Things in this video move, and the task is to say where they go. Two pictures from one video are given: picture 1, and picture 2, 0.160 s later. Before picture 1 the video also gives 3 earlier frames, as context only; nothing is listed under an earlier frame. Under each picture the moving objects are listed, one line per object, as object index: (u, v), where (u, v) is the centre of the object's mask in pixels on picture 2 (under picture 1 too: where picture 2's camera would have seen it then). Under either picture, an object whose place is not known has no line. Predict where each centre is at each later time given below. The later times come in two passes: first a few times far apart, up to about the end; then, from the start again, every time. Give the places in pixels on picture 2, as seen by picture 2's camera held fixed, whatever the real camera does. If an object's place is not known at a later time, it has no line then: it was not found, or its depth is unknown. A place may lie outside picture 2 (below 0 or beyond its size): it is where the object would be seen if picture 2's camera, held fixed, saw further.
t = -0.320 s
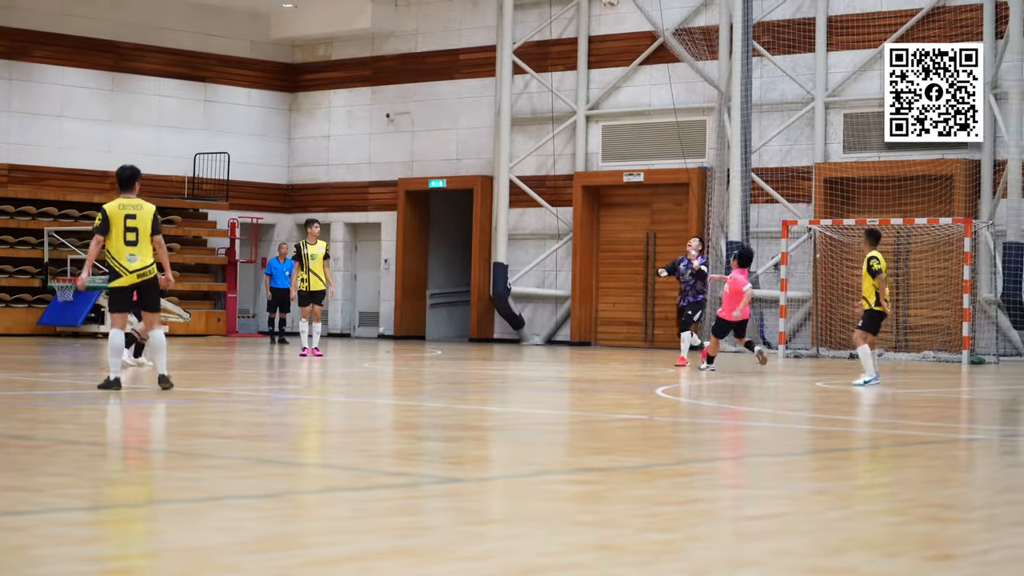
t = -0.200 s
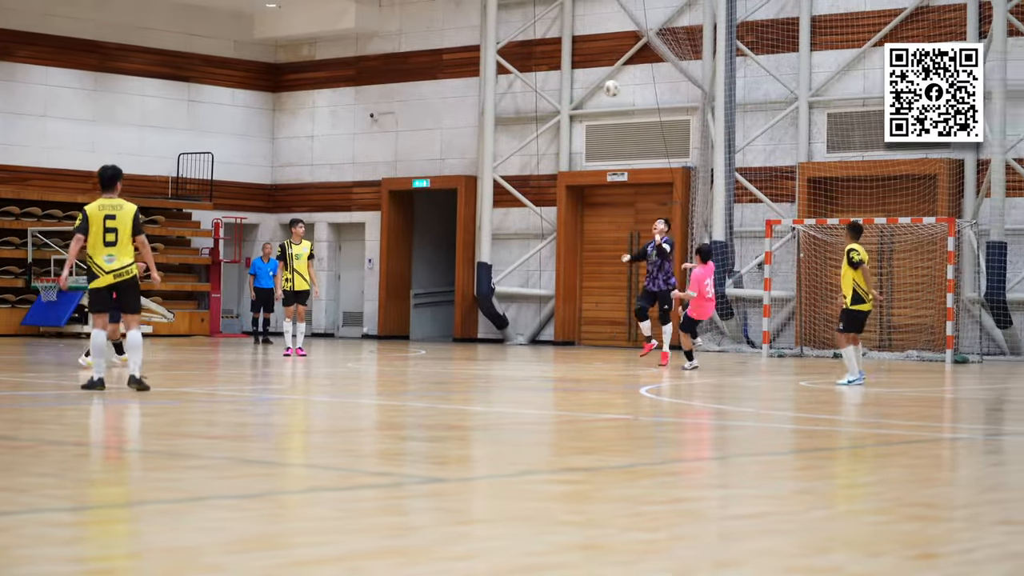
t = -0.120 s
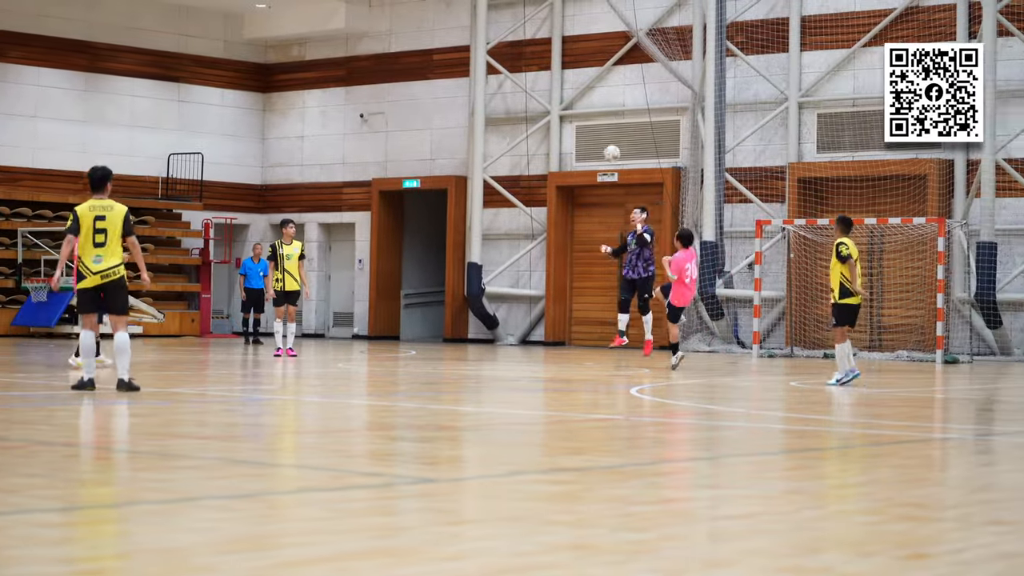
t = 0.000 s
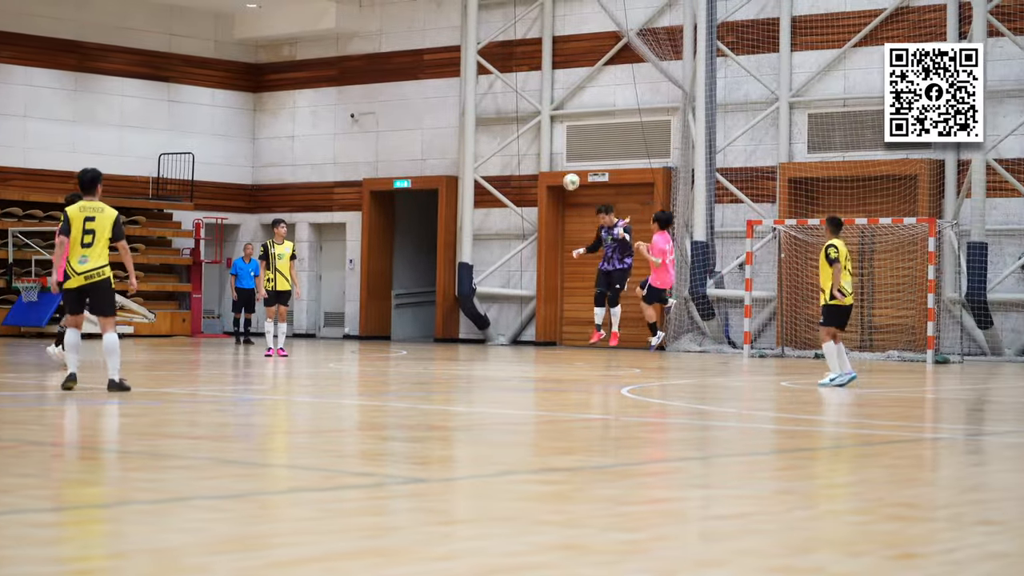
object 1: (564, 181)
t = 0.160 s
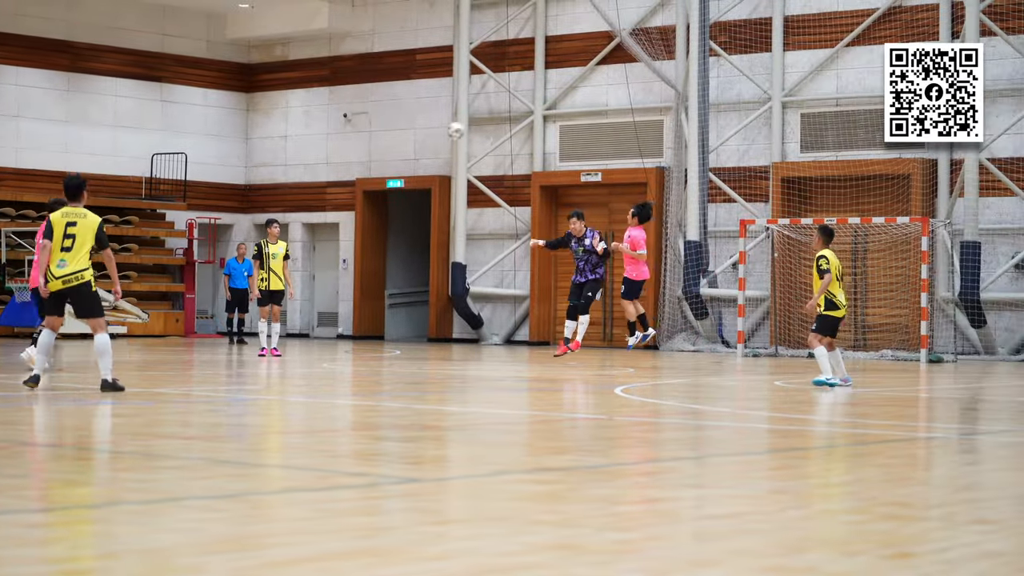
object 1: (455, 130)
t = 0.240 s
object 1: (399, 111)
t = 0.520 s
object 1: (184, 87)
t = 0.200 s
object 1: (427, 119)
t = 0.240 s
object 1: (399, 111)
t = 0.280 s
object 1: (369, 104)
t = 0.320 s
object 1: (340, 98)
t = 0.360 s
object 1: (310, 93)
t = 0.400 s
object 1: (279, 89)
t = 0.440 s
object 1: (248, 88)
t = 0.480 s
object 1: (216, 86)
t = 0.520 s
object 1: (184, 87)
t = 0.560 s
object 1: (151, 88)
